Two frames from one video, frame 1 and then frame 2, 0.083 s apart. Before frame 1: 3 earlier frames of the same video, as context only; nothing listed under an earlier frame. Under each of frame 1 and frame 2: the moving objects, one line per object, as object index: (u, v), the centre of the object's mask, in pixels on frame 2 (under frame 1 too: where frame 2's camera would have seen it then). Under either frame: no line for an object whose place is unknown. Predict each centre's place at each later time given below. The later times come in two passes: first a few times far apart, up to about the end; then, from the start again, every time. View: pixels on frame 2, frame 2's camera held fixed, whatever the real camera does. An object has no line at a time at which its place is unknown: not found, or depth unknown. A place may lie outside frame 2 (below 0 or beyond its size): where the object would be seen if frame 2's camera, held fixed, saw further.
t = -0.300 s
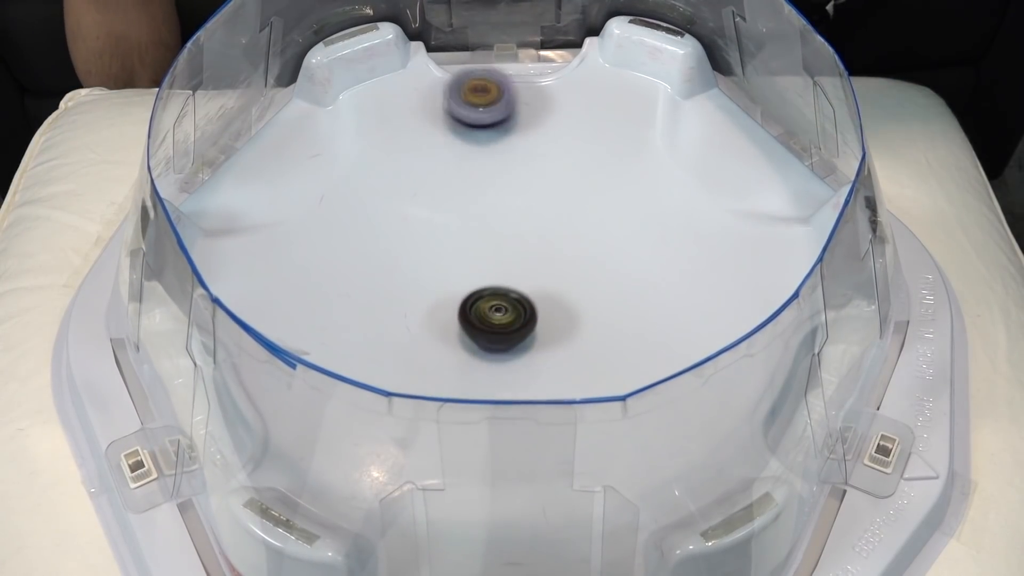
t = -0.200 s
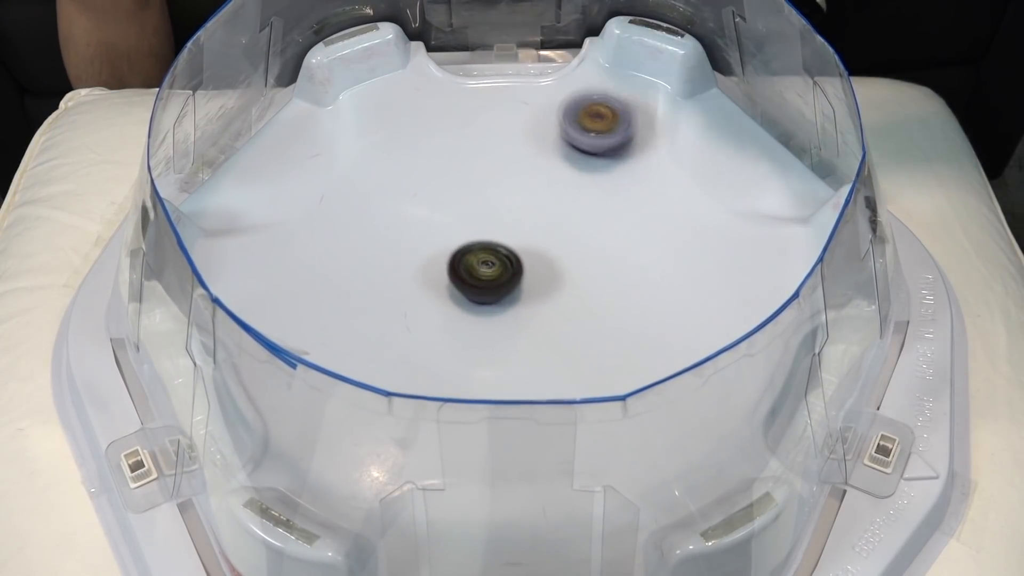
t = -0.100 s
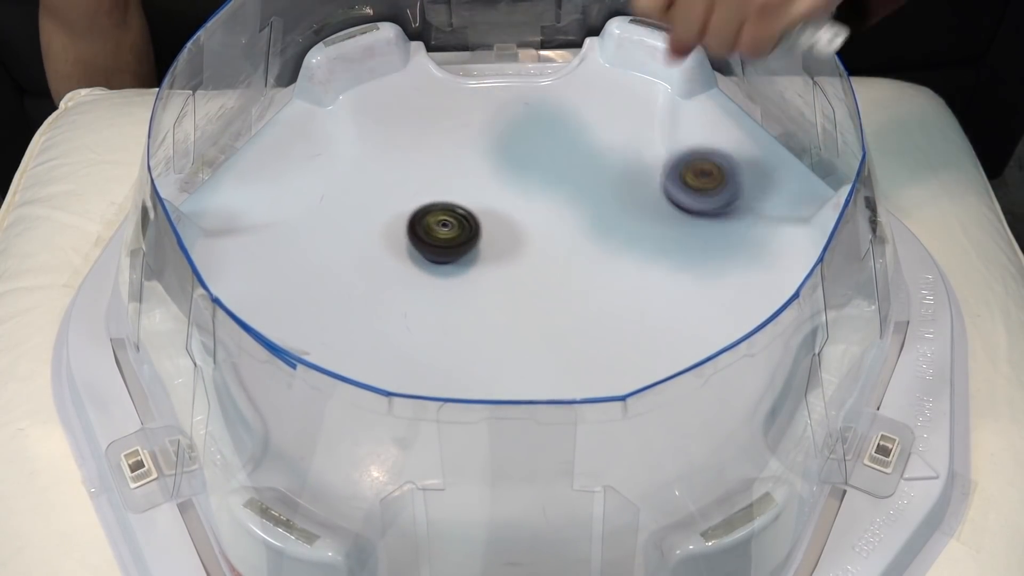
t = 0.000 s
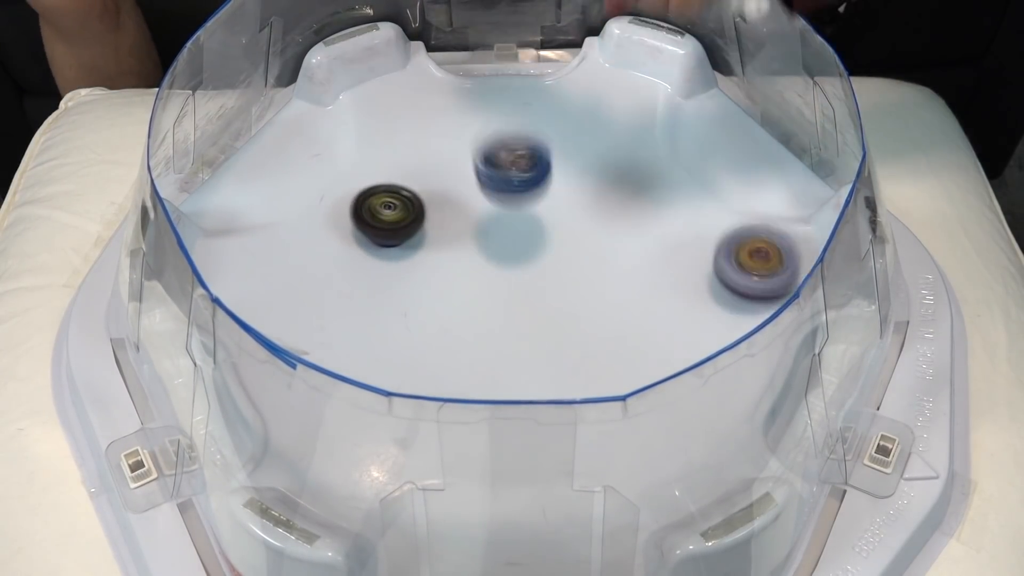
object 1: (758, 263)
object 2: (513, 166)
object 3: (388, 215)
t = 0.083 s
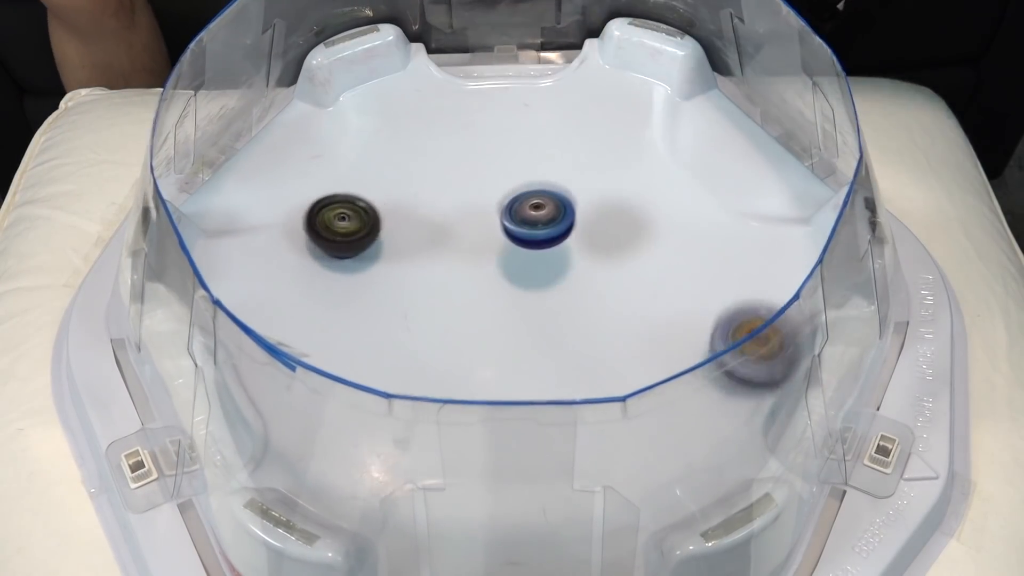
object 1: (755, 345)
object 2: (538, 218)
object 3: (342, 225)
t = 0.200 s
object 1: (670, 464)
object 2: (565, 262)
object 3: (310, 268)
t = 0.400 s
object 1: (391, 496)
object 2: (544, 328)
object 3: (404, 365)
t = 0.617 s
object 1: (271, 327)
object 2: (601, 199)
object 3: (572, 403)
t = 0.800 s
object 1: (396, 269)
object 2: (670, 125)
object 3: (625, 272)
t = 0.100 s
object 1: (750, 360)
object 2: (542, 217)
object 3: (335, 230)
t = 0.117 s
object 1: (742, 378)
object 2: (546, 218)
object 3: (328, 234)
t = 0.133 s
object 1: (733, 398)
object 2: (550, 221)
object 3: (323, 240)
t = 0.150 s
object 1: (721, 414)
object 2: (554, 227)
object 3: (318, 246)
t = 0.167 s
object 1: (705, 434)
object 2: (558, 236)
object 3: (315, 253)
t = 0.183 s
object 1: (689, 448)
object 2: (561, 248)
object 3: (312, 260)
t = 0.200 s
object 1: (670, 464)
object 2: (565, 262)
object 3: (310, 268)
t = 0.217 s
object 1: (649, 477)
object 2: (569, 278)
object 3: (309, 276)
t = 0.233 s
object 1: (625, 492)
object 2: (572, 297)
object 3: (309, 286)
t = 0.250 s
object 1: (600, 507)
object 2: (571, 301)
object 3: (312, 295)
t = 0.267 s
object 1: (578, 525)
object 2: (569, 300)
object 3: (315, 304)
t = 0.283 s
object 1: (552, 533)
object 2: (567, 301)
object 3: (321, 315)
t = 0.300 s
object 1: (529, 537)
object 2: (564, 305)
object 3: (327, 323)
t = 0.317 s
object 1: (505, 537)
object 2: (561, 312)
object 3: (337, 332)
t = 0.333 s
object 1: (479, 533)
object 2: (558, 320)
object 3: (346, 340)
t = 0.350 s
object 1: (455, 528)
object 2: (555, 322)
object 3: (358, 348)
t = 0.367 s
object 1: (429, 521)
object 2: (551, 325)
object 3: (371, 355)
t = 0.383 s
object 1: (408, 512)
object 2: (547, 327)
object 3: (388, 361)
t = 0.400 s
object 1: (391, 496)
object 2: (544, 328)
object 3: (404, 365)
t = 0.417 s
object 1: (376, 481)
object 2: (541, 329)
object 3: (424, 369)
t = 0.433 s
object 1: (361, 471)
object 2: (539, 329)
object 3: (444, 370)
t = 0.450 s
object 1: (348, 462)
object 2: (537, 328)
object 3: (466, 369)
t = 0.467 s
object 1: (334, 456)
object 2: (537, 326)
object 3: (487, 369)
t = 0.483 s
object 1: (323, 448)
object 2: (544, 313)
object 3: (495, 375)
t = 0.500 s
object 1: (311, 435)
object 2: (554, 297)
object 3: (502, 381)
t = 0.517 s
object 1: (303, 422)
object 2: (563, 281)
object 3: (512, 396)
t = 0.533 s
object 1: (294, 409)
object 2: (571, 266)
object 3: (521, 403)
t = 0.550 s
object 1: (288, 392)
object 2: (578, 252)
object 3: (531, 406)
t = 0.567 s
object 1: (282, 377)
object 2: (584, 238)
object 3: (540, 409)
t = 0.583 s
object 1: (277, 360)
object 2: (590, 225)
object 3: (551, 409)
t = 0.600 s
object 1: (273, 343)
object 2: (595, 212)
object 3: (562, 407)
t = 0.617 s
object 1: (271, 327)
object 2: (601, 199)
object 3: (572, 403)
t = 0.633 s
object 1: (270, 304)
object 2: (607, 189)
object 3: (582, 398)
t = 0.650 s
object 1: (268, 287)
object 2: (612, 179)
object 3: (592, 392)
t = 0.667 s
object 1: (268, 268)
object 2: (618, 168)
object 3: (602, 384)
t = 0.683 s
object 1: (271, 251)
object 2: (623, 160)
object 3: (609, 369)
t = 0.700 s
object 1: (275, 232)
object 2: (629, 153)
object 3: (617, 361)
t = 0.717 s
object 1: (280, 216)
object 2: (635, 146)
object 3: (623, 349)
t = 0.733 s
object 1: (287, 199)
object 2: (641, 140)
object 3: (627, 336)
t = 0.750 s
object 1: (293, 185)
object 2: (648, 135)
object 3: (629, 320)
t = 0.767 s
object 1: (323, 211)
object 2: (656, 130)
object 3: (631, 307)
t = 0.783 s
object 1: (361, 238)
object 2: (665, 128)
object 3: (632, 291)
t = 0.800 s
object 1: (396, 269)
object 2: (670, 125)
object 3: (625, 272)
